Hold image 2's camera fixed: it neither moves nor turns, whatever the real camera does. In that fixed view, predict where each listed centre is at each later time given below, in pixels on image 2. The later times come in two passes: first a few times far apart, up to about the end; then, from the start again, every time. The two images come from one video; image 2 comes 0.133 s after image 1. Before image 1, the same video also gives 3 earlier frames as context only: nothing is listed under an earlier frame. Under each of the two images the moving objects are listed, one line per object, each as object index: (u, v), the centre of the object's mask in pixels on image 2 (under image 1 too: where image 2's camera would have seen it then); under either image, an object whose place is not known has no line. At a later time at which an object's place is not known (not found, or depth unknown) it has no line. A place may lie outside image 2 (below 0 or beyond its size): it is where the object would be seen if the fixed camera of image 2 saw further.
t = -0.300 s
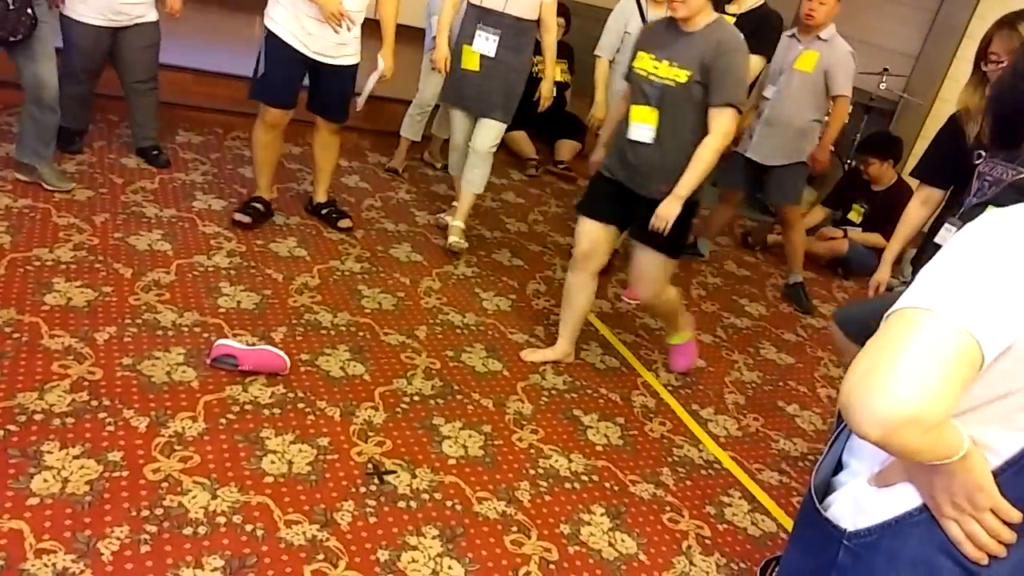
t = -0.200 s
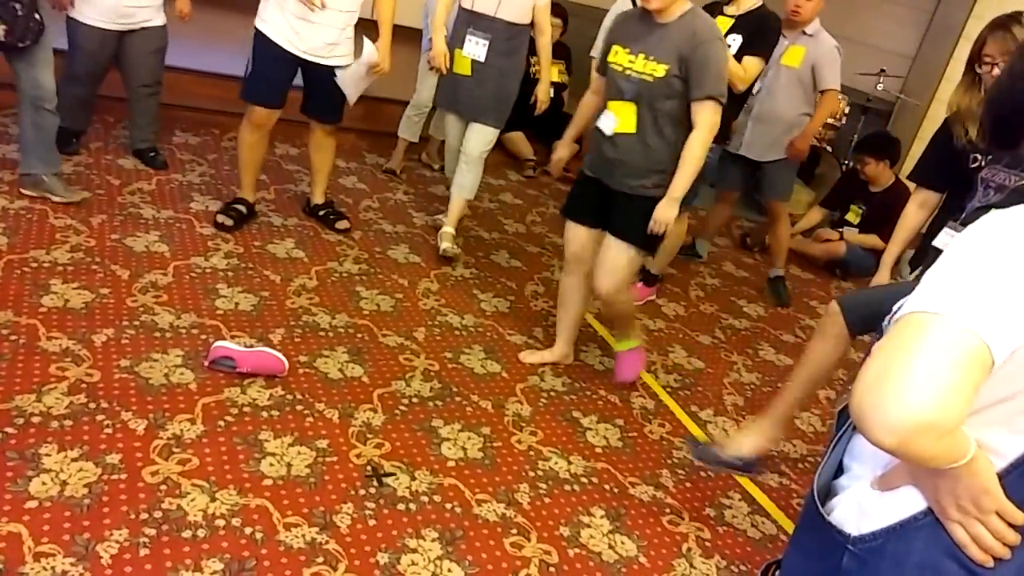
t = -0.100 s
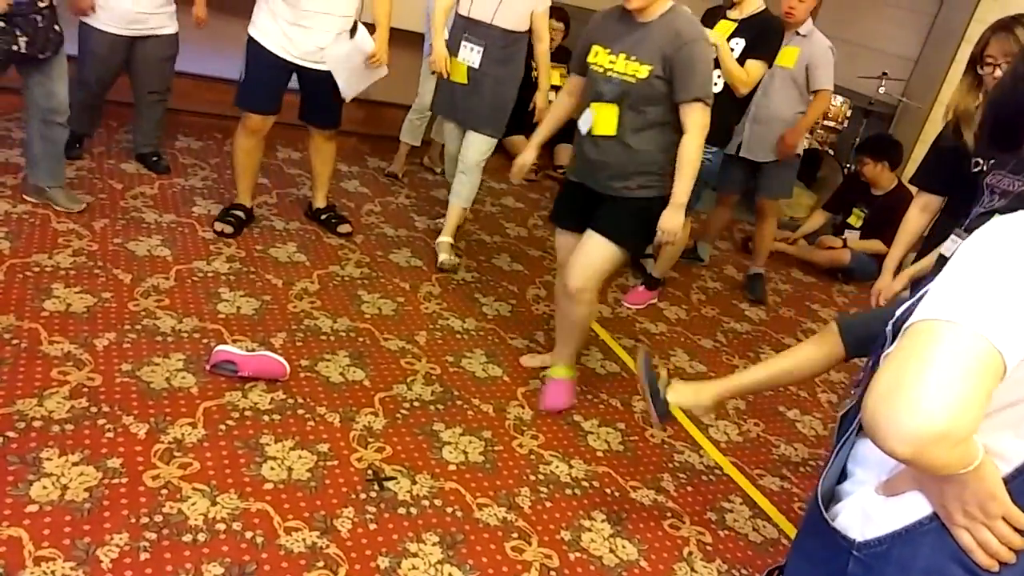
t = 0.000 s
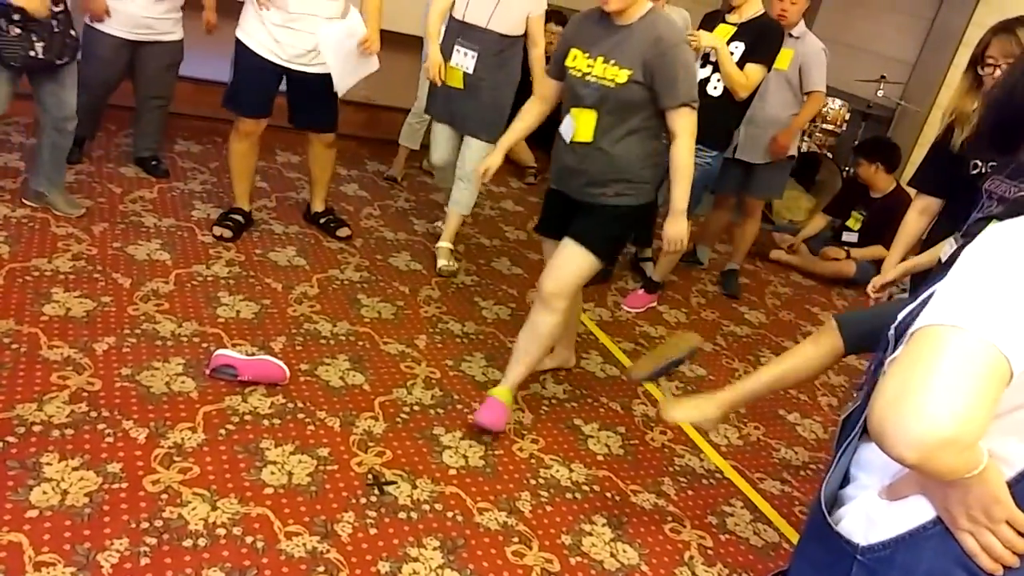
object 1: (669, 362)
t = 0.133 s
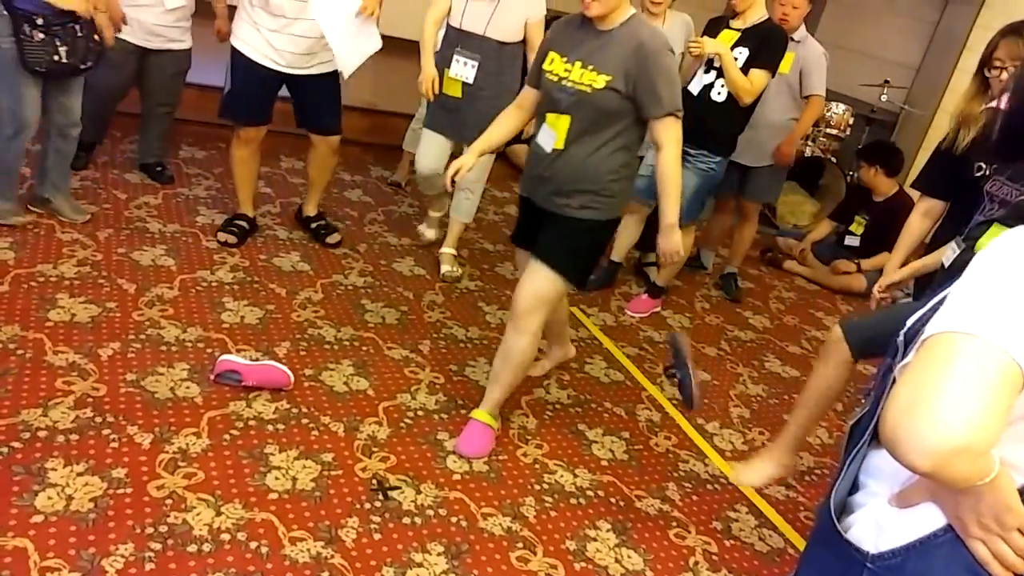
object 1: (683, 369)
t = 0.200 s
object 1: (690, 389)
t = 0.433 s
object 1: (661, 473)
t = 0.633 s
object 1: (590, 452)
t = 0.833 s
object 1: (565, 453)
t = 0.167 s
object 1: (686, 377)
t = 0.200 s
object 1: (690, 389)
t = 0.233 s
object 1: (692, 405)
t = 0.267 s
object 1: (686, 429)
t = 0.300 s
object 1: (681, 452)
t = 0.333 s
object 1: (678, 479)
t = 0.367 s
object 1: (672, 485)
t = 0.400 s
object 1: (666, 477)
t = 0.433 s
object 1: (661, 473)
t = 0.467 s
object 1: (652, 465)
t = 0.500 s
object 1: (642, 458)
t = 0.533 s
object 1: (628, 455)
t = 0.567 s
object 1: (618, 452)
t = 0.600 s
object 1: (604, 450)
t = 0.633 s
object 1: (590, 452)
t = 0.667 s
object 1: (578, 452)
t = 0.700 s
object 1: (575, 450)
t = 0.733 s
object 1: (575, 449)
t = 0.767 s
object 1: (572, 448)
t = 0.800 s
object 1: (568, 450)
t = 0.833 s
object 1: (565, 453)
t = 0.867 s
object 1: (564, 453)
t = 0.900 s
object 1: (563, 452)
